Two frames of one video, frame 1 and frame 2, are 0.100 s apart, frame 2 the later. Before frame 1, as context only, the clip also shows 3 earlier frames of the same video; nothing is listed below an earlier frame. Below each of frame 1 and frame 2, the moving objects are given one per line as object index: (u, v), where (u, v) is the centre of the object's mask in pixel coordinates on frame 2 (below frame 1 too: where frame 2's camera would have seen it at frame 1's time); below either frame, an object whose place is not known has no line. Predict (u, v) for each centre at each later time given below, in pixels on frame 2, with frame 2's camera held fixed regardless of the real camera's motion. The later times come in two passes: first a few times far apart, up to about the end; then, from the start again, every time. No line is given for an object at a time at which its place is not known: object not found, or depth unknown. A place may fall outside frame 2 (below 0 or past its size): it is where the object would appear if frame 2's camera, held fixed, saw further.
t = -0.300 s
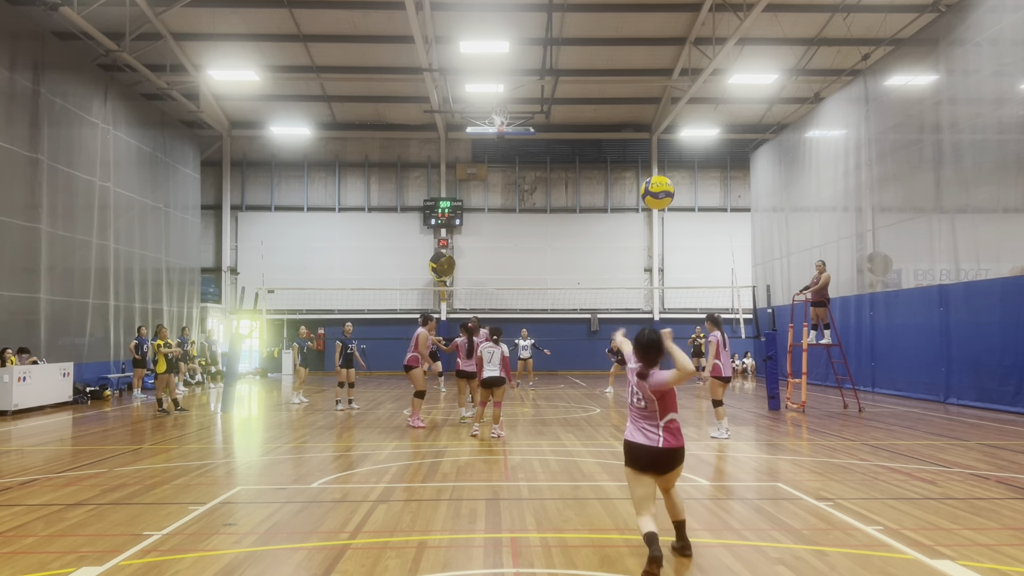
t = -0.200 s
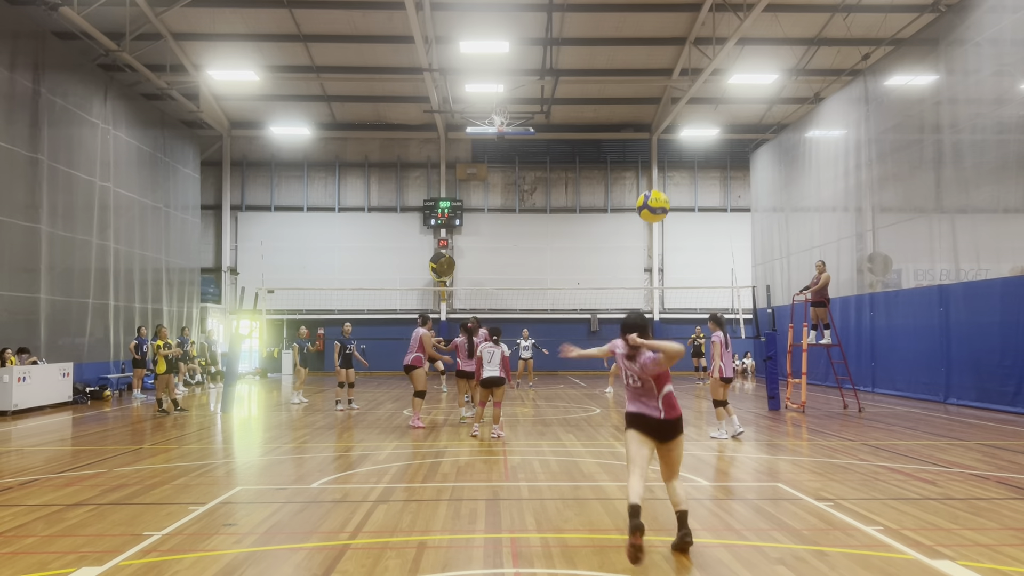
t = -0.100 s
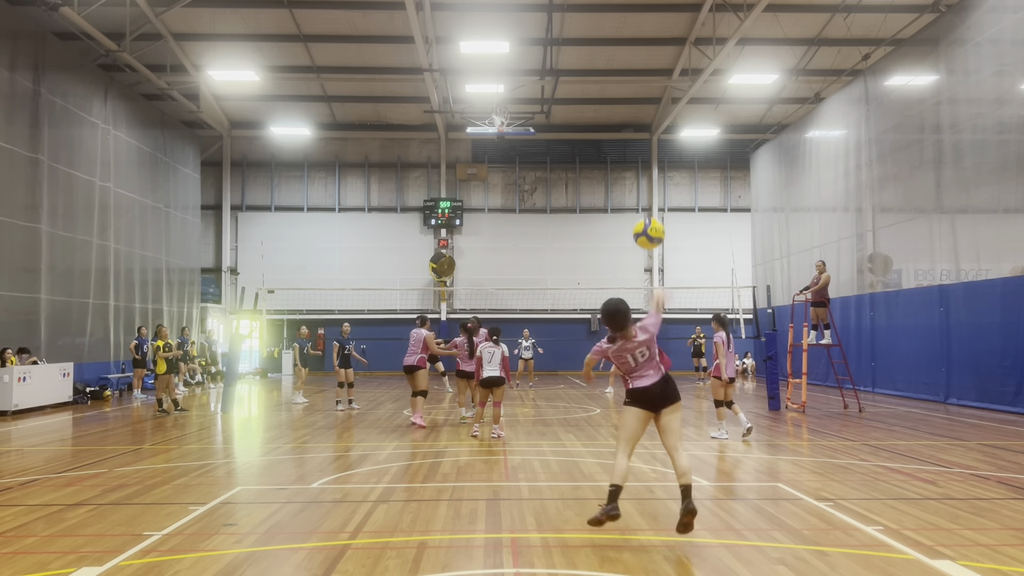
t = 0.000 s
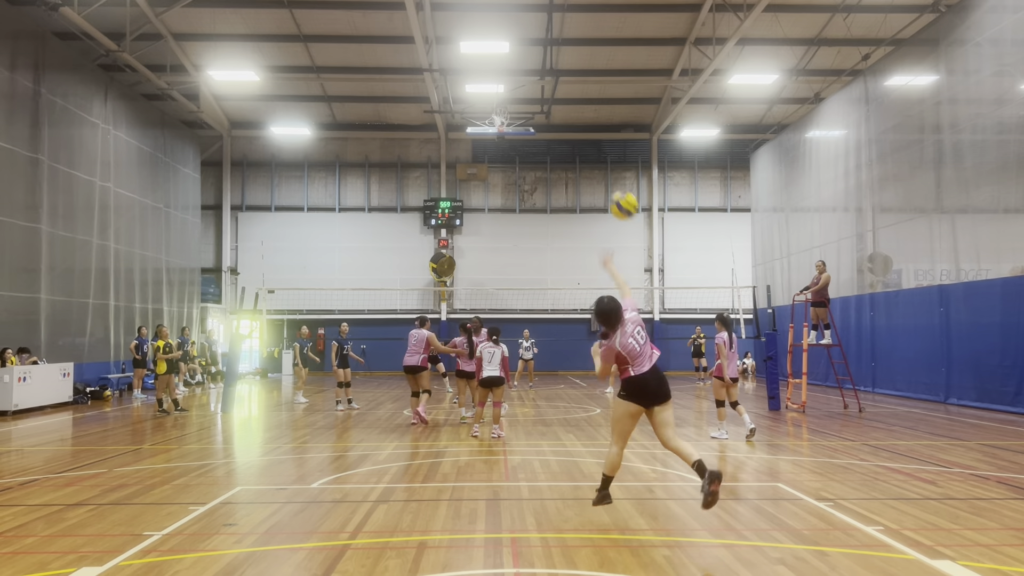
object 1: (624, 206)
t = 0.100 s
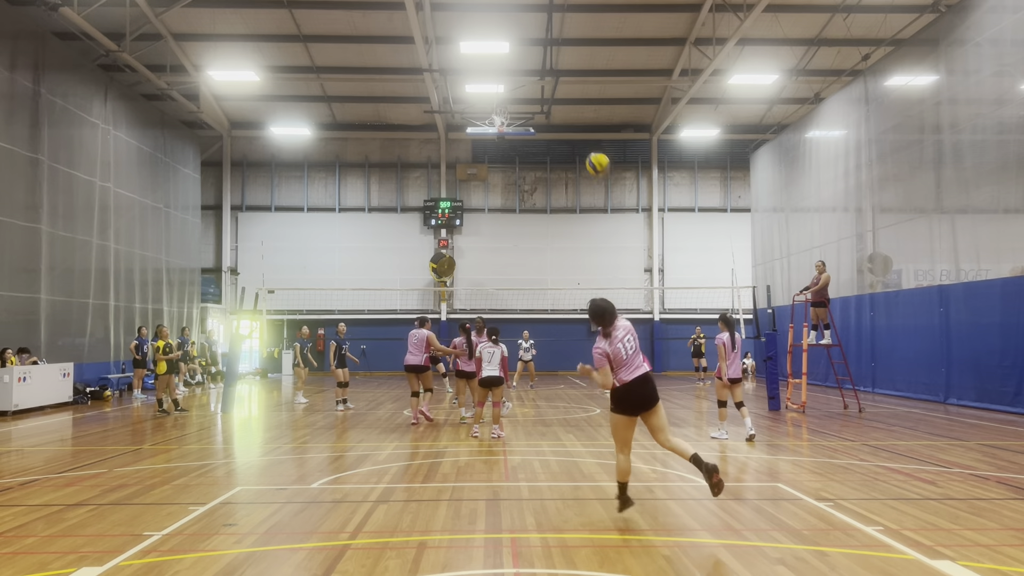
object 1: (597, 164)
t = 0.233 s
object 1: (576, 139)
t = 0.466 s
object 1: (552, 137)
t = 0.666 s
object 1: (539, 159)
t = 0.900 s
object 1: (528, 201)
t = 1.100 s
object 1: (521, 251)
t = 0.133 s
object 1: (591, 156)
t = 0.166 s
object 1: (585, 149)
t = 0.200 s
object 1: (580, 143)
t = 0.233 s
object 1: (576, 139)
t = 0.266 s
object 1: (572, 136)
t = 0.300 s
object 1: (568, 134)
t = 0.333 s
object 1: (564, 133)
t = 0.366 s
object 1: (561, 133)
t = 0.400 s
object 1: (558, 134)
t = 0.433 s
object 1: (555, 135)
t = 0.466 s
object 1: (552, 137)
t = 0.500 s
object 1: (549, 140)
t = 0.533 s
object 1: (547, 143)
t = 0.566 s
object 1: (545, 146)
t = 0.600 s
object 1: (543, 149)
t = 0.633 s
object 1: (541, 154)
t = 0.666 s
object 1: (539, 159)
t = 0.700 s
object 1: (537, 163)
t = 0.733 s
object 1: (536, 170)
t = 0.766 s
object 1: (534, 175)
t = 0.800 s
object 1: (532, 182)
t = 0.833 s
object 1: (530, 188)
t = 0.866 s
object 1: (529, 195)
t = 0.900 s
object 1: (528, 201)
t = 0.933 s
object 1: (526, 209)
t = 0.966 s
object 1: (524, 217)
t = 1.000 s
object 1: (524, 225)
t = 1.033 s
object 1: (522, 233)
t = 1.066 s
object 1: (521, 242)
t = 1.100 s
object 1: (521, 251)
